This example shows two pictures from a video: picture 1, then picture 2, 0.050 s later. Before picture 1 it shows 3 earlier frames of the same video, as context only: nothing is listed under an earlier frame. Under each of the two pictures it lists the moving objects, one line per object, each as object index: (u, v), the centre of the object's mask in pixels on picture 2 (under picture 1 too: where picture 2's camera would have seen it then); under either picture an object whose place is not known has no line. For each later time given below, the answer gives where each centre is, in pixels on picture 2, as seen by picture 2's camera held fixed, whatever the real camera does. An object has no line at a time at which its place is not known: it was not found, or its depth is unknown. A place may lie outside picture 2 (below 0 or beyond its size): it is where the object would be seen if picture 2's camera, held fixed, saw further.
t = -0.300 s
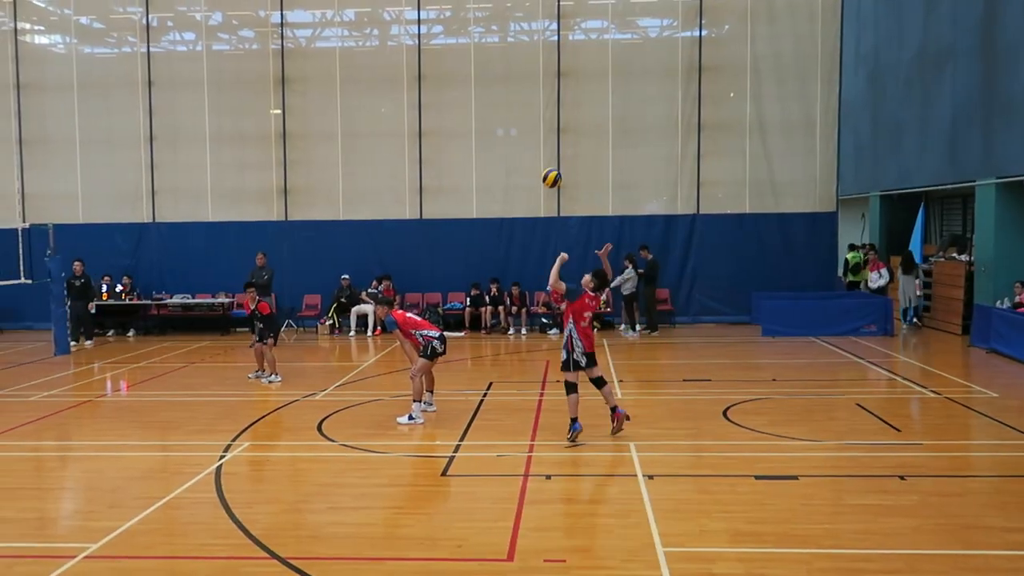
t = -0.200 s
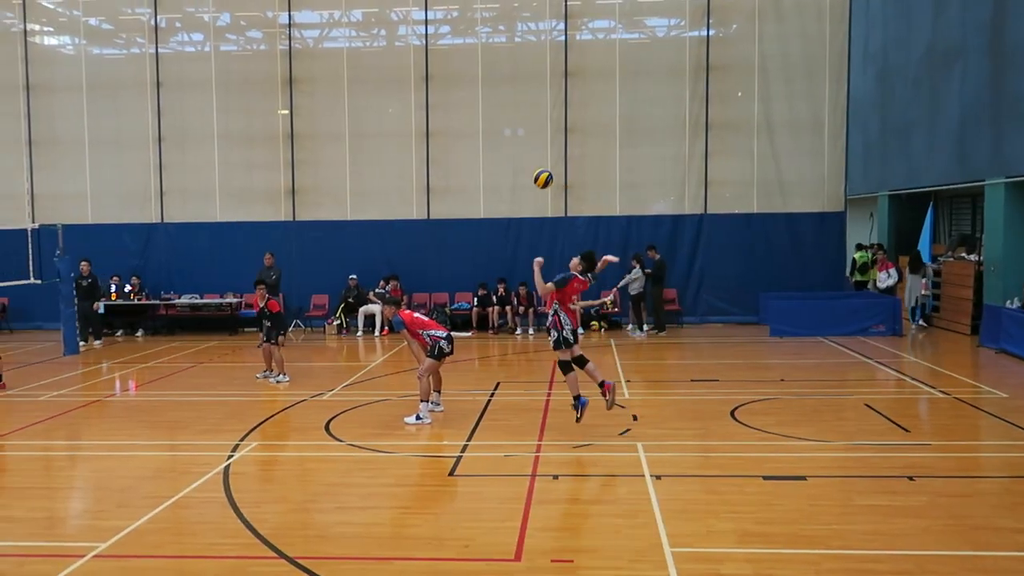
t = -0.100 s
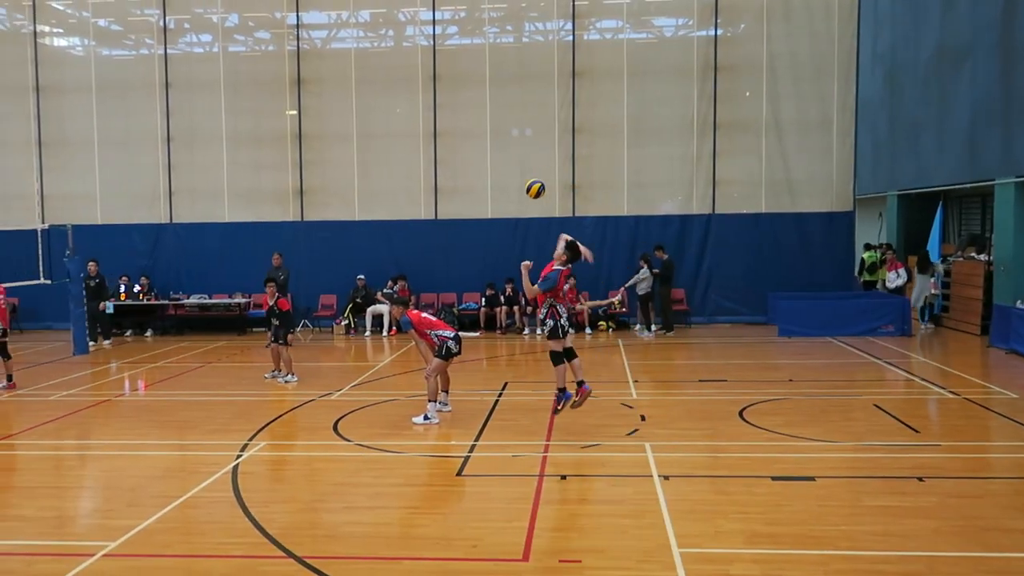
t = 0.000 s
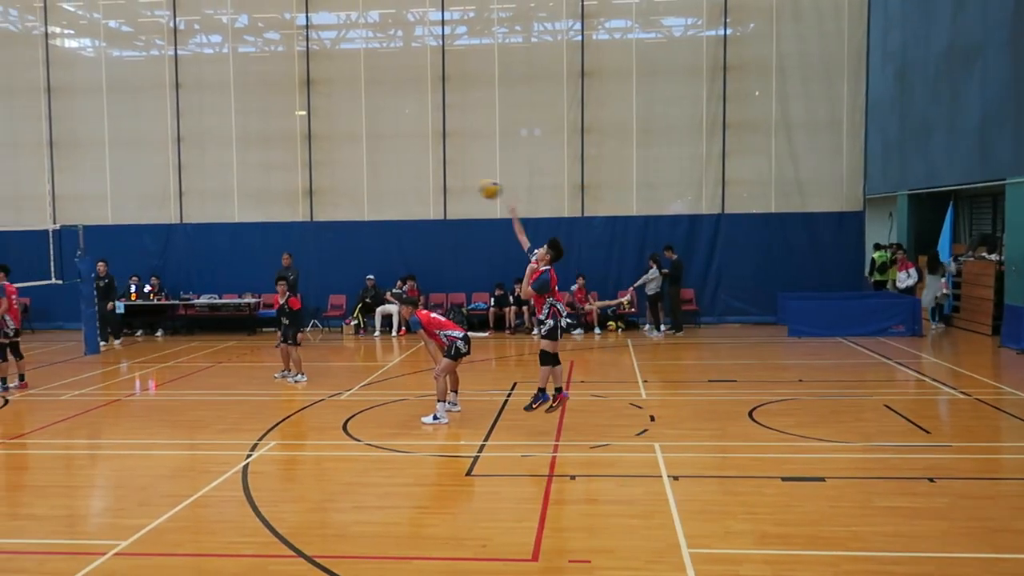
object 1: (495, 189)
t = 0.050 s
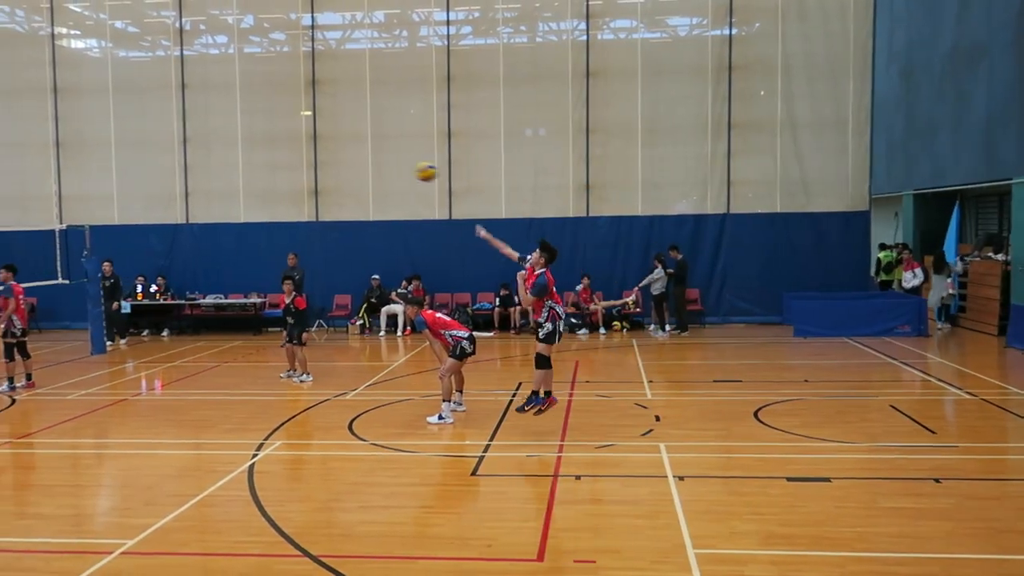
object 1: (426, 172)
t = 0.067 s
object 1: (404, 166)
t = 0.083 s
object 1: (382, 162)
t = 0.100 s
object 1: (361, 157)
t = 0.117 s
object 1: (339, 153)
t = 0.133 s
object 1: (319, 148)
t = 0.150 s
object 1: (298, 145)
